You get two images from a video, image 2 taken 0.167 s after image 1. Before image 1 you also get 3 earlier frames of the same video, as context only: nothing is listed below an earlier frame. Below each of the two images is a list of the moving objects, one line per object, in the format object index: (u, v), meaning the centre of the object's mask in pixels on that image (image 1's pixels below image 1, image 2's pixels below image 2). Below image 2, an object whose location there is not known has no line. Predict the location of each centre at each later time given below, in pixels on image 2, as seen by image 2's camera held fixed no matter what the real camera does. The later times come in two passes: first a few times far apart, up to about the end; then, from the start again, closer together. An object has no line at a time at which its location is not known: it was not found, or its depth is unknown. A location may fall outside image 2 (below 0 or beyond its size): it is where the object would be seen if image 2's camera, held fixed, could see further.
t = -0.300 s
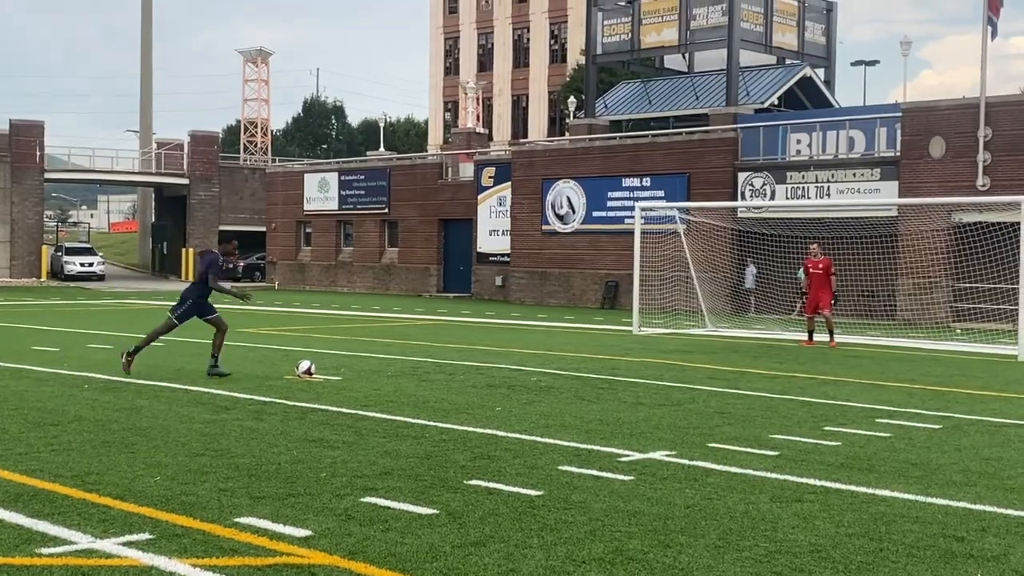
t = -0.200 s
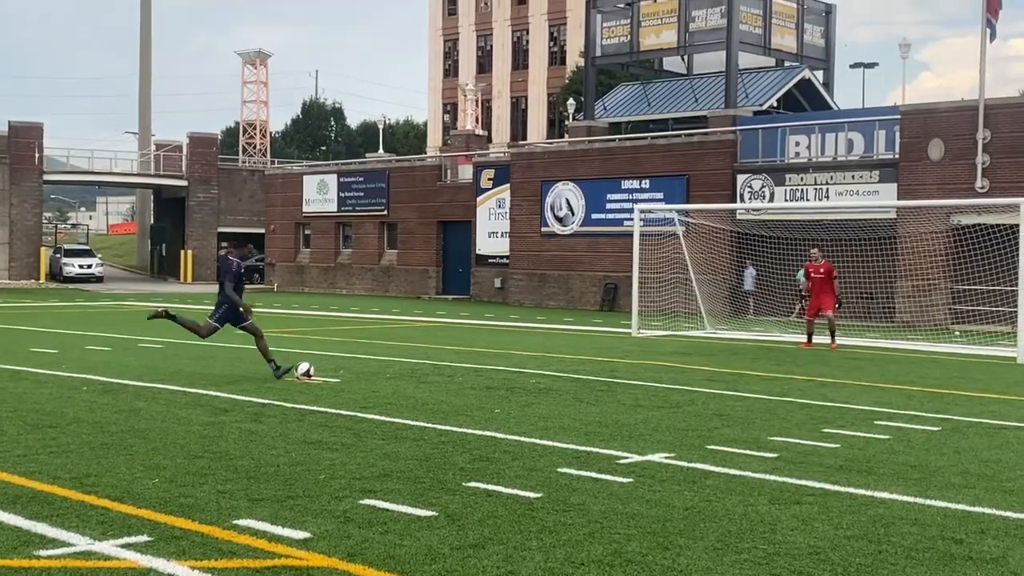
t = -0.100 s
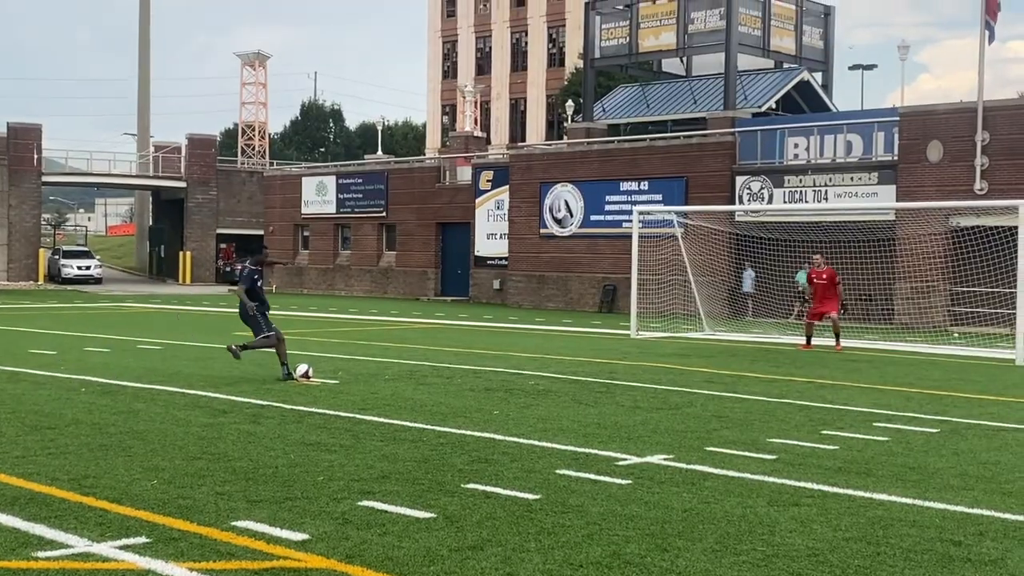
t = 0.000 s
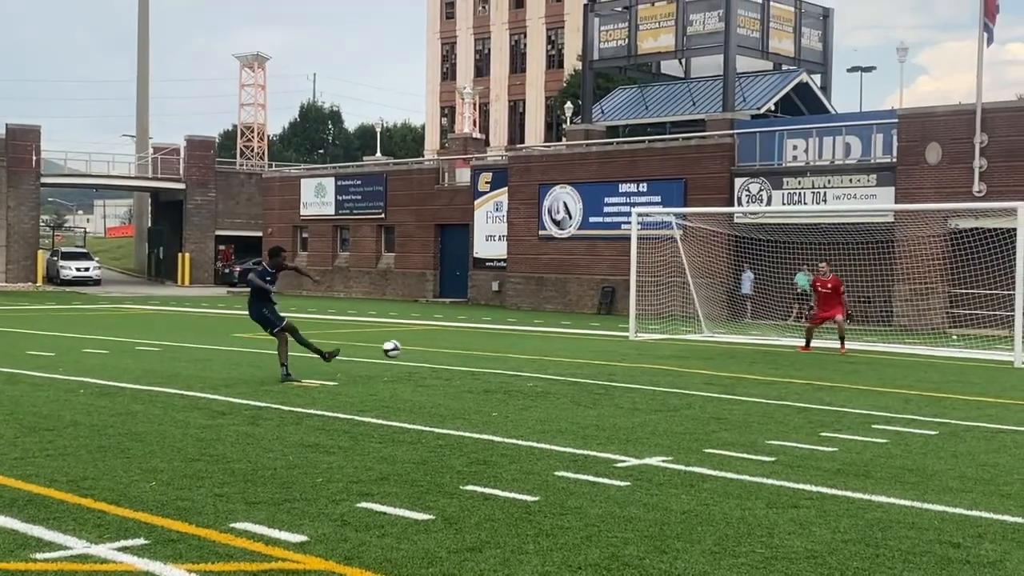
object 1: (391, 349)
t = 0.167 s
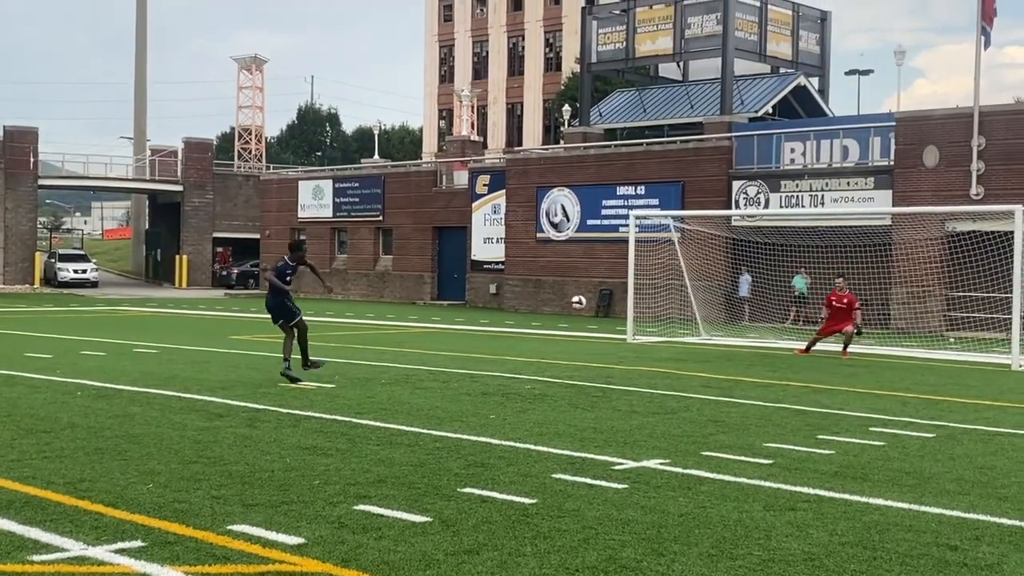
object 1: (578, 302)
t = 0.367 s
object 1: (710, 278)
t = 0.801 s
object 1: (757, 327)
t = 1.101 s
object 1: (738, 292)
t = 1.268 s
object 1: (726, 295)
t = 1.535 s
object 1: (707, 330)
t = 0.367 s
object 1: (710, 278)
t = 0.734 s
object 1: (762, 331)
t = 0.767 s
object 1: (759, 335)
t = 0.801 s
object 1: (757, 327)
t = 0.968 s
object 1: (746, 298)
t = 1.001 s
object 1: (744, 296)
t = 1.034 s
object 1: (742, 293)
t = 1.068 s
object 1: (740, 293)
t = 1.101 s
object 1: (738, 292)
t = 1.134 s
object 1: (736, 291)
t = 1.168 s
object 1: (733, 291)
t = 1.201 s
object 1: (731, 292)
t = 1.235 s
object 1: (729, 293)
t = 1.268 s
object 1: (726, 295)
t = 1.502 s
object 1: (709, 323)
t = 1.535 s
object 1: (707, 330)
